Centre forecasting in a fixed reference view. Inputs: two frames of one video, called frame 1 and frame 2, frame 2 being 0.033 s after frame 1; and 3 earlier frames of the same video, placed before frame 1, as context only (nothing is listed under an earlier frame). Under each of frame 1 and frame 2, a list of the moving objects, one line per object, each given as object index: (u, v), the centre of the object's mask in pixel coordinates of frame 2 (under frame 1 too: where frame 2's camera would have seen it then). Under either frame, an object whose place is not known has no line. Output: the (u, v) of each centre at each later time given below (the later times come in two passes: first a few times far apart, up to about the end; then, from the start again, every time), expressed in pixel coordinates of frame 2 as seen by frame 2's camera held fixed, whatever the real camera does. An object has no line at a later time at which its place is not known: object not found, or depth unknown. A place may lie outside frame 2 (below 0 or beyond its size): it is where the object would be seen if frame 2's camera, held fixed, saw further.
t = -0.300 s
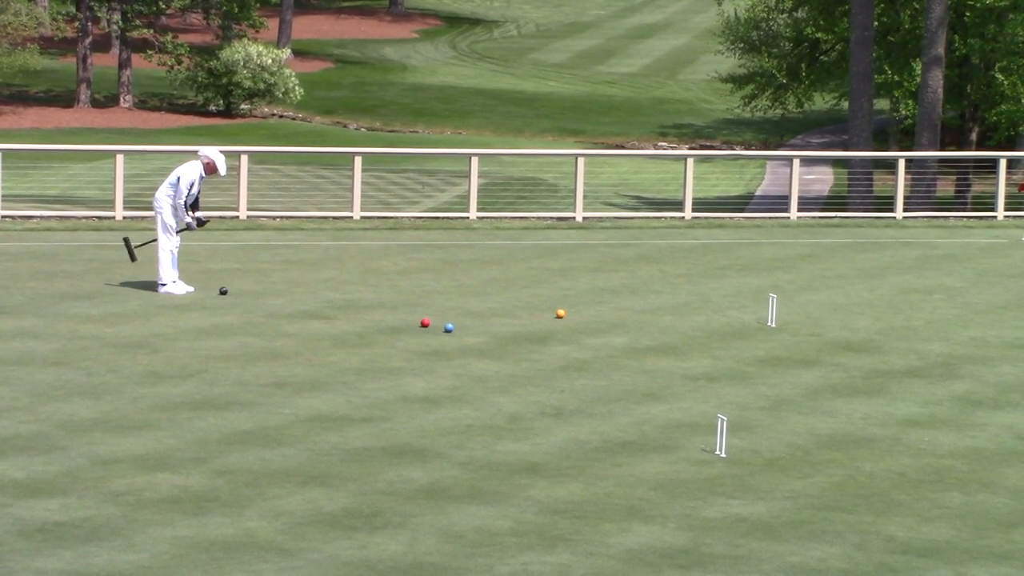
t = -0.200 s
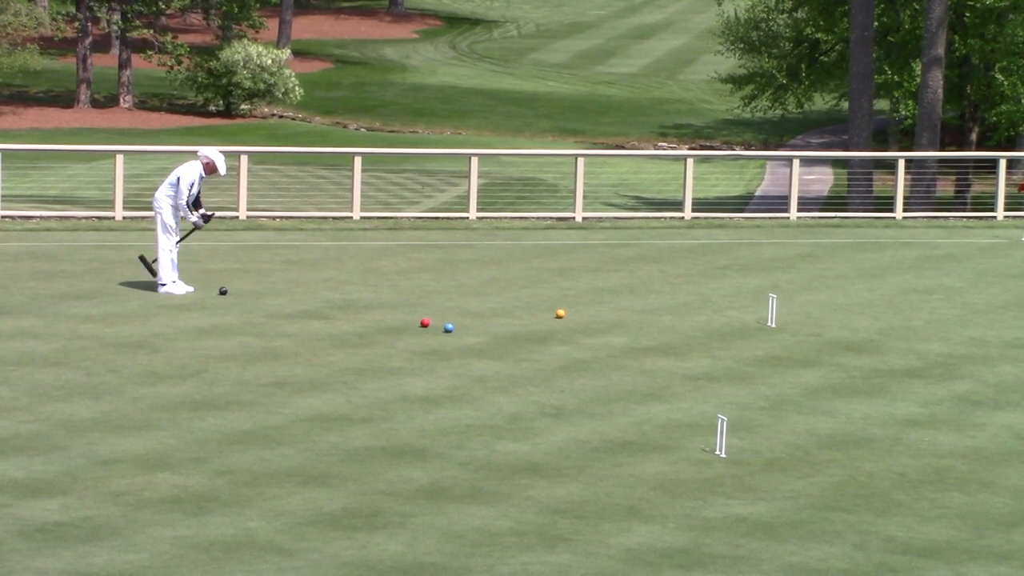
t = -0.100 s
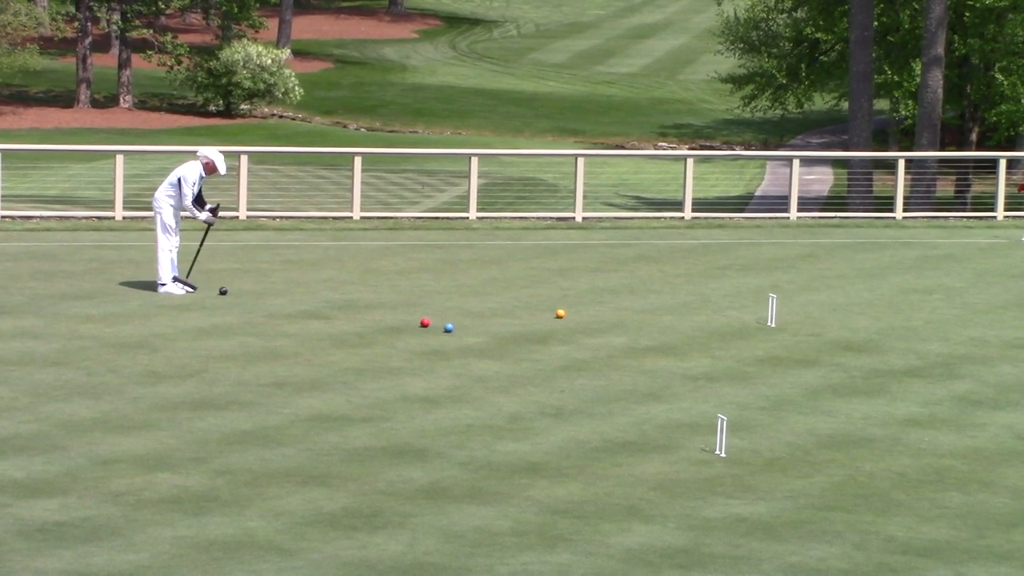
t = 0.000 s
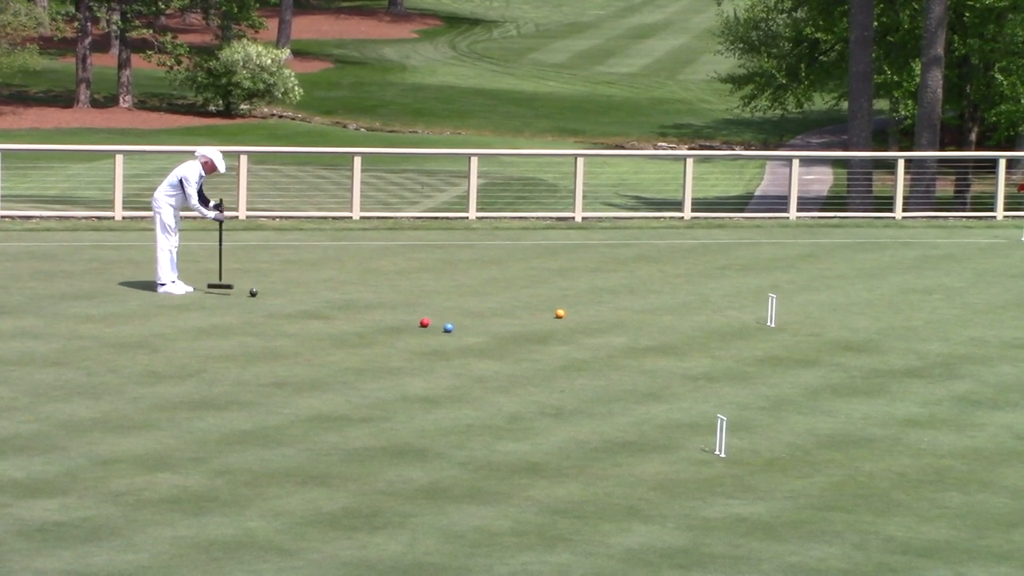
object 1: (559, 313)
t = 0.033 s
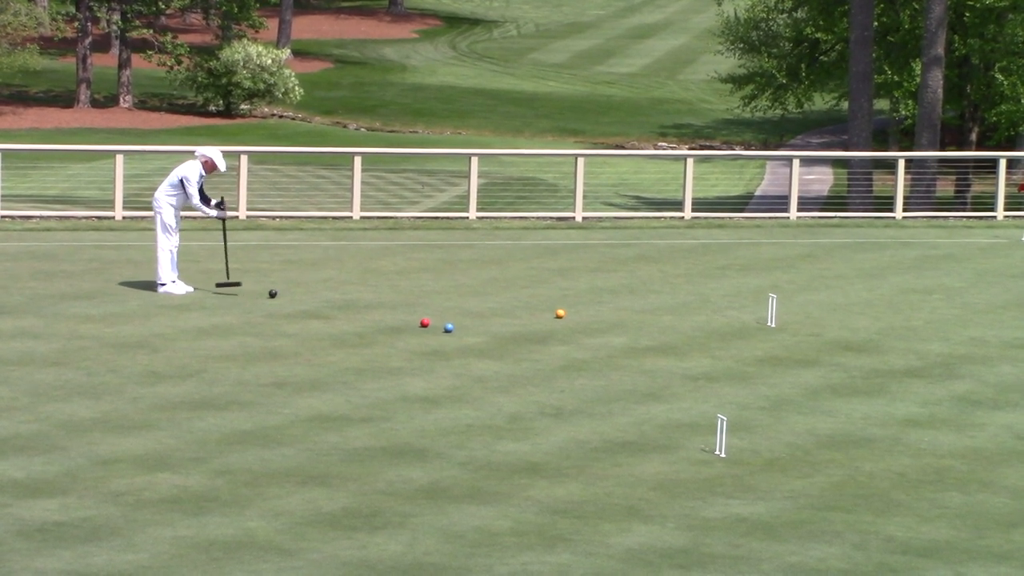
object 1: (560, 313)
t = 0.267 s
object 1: (560, 313)
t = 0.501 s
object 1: (560, 313)
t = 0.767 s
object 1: (576, 317)
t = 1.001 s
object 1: (599, 323)
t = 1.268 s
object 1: (624, 329)
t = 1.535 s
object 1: (646, 334)
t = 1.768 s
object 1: (664, 338)
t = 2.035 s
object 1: (683, 343)
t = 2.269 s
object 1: (697, 347)
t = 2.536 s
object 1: (711, 351)
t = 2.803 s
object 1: (724, 354)
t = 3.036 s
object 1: (734, 357)
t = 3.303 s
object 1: (743, 359)
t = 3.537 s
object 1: (748, 360)
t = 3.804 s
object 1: (752, 361)
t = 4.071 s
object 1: (752, 362)
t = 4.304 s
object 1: (752, 362)
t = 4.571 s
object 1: (752, 362)
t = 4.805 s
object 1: (752, 362)
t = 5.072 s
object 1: (752, 362)
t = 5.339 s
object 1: (752, 362)
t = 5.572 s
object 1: (752, 362)
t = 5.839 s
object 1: (752, 362)
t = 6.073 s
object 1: (752, 362)
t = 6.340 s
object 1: (752, 362)
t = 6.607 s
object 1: (752, 362)
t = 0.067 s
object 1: (560, 314)
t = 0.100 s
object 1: (560, 313)
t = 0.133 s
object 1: (560, 314)
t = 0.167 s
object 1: (560, 313)
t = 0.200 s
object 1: (560, 313)
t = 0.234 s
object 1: (560, 313)
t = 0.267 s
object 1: (560, 313)
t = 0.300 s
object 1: (559, 313)
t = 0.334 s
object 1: (560, 314)
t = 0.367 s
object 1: (560, 313)
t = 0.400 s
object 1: (560, 313)
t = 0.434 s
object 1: (560, 313)
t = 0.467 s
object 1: (560, 313)
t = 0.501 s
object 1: (560, 313)
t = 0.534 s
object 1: (560, 313)
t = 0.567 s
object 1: (560, 314)
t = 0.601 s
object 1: (560, 313)
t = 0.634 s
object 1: (560, 314)
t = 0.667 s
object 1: (562, 313)
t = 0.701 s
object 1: (568, 315)
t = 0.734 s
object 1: (572, 316)
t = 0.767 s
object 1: (576, 317)
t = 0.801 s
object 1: (579, 318)
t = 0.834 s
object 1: (583, 319)
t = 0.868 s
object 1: (586, 320)
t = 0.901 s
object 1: (589, 320)
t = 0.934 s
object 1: (593, 321)
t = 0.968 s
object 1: (596, 322)
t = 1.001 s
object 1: (599, 323)
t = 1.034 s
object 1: (602, 324)
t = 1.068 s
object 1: (605, 324)
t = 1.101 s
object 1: (608, 325)
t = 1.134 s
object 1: (611, 326)
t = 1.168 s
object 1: (614, 327)
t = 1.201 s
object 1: (618, 327)
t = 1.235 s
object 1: (621, 328)
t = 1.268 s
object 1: (624, 329)
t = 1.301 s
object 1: (626, 330)
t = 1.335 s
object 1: (629, 330)
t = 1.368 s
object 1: (632, 331)
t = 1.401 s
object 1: (635, 331)
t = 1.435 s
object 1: (638, 332)
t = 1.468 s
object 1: (641, 333)
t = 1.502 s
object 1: (643, 334)
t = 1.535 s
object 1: (646, 334)
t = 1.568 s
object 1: (649, 335)
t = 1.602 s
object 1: (651, 335)
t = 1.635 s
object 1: (654, 336)
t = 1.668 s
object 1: (656, 337)
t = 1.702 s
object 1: (659, 337)
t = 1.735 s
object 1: (662, 338)
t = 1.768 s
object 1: (664, 338)
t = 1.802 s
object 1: (667, 339)
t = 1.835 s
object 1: (669, 340)
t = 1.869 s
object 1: (671, 340)
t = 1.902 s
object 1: (673, 341)
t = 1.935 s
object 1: (676, 342)
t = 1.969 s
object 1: (678, 342)
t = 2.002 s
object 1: (680, 343)
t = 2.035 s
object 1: (683, 343)
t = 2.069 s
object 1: (684, 344)
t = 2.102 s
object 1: (686, 344)
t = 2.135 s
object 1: (689, 345)
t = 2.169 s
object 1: (691, 346)
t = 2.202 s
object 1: (693, 346)
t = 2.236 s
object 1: (695, 346)
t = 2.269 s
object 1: (697, 347)
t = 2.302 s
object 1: (698, 348)
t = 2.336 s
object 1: (700, 348)
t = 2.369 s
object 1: (702, 349)
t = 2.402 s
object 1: (703, 349)
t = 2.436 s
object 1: (706, 350)
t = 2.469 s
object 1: (708, 350)
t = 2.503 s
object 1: (709, 350)
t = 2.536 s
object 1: (711, 351)
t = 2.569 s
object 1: (713, 352)
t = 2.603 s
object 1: (714, 352)
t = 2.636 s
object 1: (716, 352)
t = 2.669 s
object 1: (718, 352)
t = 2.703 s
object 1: (719, 353)
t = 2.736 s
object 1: (721, 354)
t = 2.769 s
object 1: (723, 354)
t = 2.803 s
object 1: (724, 354)
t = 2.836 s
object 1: (726, 354)
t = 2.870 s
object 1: (727, 355)
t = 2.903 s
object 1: (729, 355)
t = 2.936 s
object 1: (730, 356)
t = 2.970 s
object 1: (731, 356)
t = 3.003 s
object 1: (733, 356)
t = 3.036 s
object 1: (734, 357)
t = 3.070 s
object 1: (735, 357)
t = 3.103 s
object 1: (737, 357)
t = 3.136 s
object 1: (738, 358)
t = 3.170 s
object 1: (739, 358)
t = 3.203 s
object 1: (739, 358)
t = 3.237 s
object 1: (740, 358)
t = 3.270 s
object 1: (742, 358)
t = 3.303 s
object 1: (743, 359)
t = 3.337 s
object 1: (743, 359)
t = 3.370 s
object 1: (745, 359)
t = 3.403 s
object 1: (745, 359)
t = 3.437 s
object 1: (746, 359)
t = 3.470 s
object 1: (747, 360)
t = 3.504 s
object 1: (748, 360)
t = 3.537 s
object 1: (748, 360)
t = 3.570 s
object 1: (749, 360)
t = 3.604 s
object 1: (749, 360)
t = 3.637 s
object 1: (749, 360)
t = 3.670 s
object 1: (750, 361)
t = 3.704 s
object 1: (751, 361)
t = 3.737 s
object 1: (751, 361)
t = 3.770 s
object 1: (751, 361)
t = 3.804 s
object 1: (752, 361)
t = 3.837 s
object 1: (752, 361)
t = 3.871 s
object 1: (752, 361)
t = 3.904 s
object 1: (752, 361)
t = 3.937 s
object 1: (752, 361)
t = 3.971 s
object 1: (752, 362)
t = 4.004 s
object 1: (752, 361)
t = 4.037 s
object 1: (752, 362)
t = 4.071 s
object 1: (752, 362)
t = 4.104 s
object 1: (752, 362)
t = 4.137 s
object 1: (752, 362)
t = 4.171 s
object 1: (752, 362)
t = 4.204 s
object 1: (752, 362)
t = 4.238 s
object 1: (752, 362)
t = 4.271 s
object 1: (752, 362)
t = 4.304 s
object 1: (752, 362)
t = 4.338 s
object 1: (752, 362)
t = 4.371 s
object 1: (752, 362)
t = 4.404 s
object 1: (752, 362)
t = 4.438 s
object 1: (752, 362)
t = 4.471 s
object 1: (752, 362)
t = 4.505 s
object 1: (752, 362)
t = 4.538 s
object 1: (752, 362)
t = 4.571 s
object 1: (752, 362)
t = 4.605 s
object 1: (752, 362)
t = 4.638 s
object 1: (752, 362)
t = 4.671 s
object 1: (752, 362)
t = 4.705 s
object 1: (752, 362)
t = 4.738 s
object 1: (752, 362)
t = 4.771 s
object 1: (752, 362)
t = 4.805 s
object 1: (752, 362)
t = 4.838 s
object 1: (752, 362)
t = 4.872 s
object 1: (752, 362)
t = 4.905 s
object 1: (752, 362)
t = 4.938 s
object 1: (752, 362)
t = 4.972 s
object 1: (752, 362)
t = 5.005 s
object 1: (752, 362)
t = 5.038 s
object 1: (752, 361)
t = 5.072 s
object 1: (752, 362)
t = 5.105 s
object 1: (752, 362)
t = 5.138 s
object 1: (752, 362)
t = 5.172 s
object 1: (752, 362)
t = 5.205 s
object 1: (752, 362)
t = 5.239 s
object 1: (752, 362)
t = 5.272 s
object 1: (752, 362)
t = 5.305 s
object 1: (752, 361)
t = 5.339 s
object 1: (752, 362)
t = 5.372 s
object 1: (752, 362)
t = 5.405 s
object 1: (751, 362)
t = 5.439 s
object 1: (752, 362)
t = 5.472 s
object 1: (752, 361)
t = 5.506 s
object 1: (752, 362)
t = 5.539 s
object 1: (752, 362)
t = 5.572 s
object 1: (752, 362)
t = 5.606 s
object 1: (752, 361)
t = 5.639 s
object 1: (752, 362)
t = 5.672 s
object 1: (752, 362)
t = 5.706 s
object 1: (752, 362)
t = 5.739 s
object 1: (752, 362)
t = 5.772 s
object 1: (752, 362)
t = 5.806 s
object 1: (752, 362)
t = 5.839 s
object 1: (752, 362)
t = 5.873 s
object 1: (752, 362)
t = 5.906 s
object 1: (752, 362)
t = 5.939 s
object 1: (752, 362)
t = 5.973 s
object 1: (752, 361)
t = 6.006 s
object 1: (752, 362)
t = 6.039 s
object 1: (752, 361)
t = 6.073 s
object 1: (752, 362)
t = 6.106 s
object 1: (752, 362)
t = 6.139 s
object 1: (752, 362)
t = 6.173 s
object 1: (752, 362)
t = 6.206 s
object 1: (752, 362)
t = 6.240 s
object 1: (752, 362)
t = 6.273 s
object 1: (752, 362)
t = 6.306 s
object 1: (752, 362)
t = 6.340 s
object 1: (752, 362)
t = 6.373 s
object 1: (752, 362)
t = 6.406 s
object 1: (752, 362)
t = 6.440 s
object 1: (752, 362)
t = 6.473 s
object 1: (752, 362)
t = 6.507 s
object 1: (752, 362)
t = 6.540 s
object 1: (752, 362)
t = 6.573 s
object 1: (752, 362)
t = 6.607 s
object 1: (752, 362)
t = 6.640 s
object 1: (752, 362)
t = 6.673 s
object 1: (752, 361)
